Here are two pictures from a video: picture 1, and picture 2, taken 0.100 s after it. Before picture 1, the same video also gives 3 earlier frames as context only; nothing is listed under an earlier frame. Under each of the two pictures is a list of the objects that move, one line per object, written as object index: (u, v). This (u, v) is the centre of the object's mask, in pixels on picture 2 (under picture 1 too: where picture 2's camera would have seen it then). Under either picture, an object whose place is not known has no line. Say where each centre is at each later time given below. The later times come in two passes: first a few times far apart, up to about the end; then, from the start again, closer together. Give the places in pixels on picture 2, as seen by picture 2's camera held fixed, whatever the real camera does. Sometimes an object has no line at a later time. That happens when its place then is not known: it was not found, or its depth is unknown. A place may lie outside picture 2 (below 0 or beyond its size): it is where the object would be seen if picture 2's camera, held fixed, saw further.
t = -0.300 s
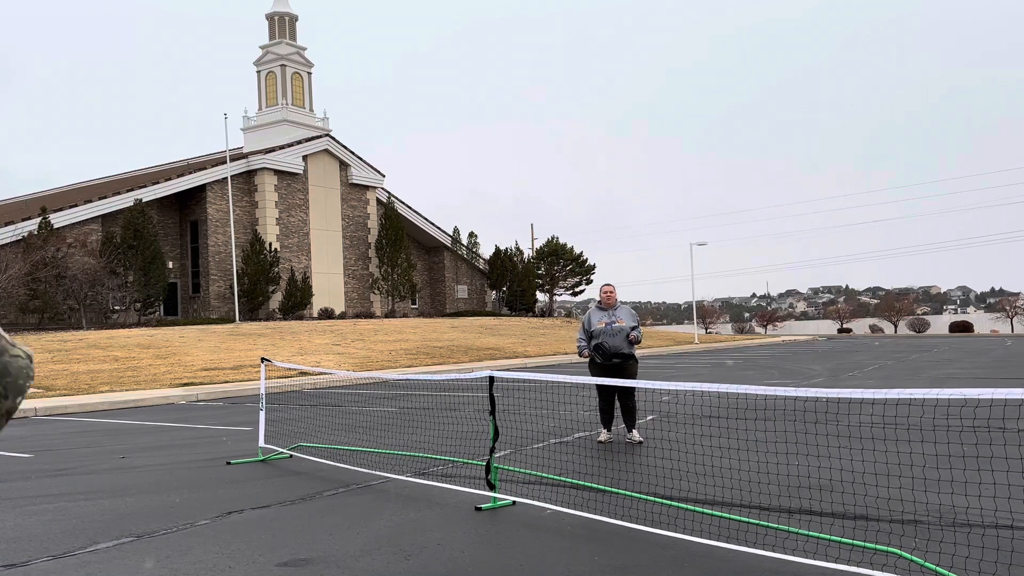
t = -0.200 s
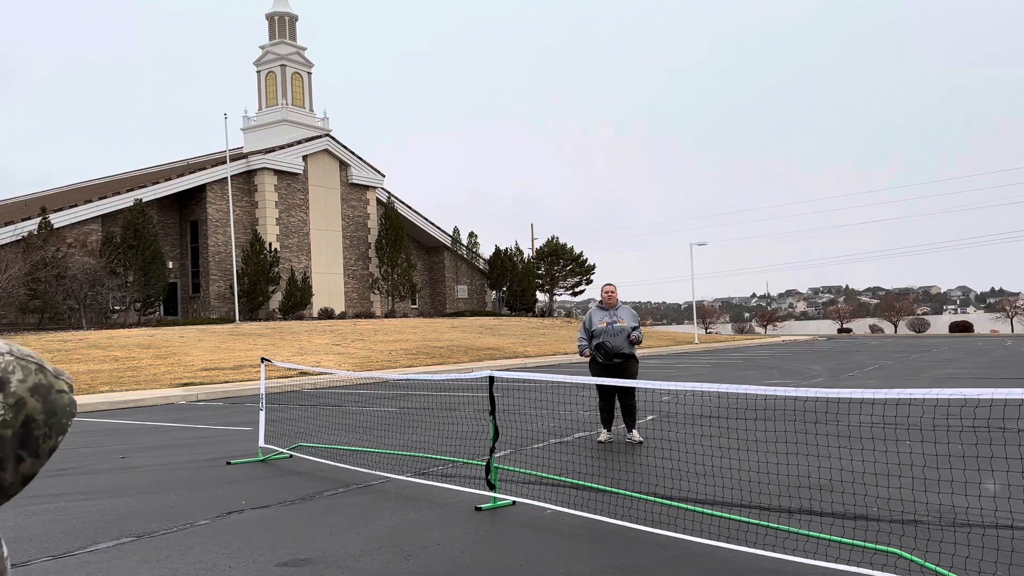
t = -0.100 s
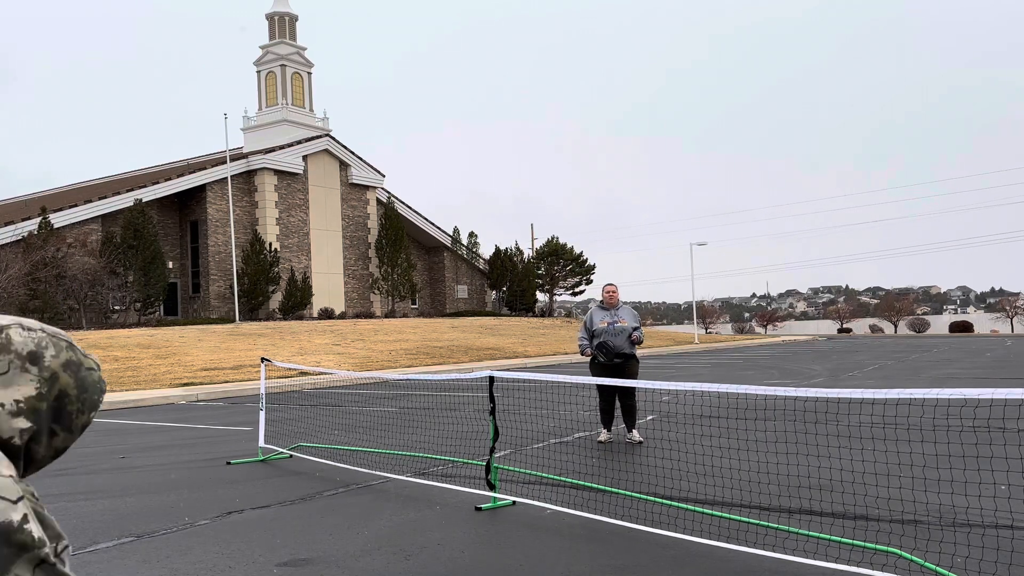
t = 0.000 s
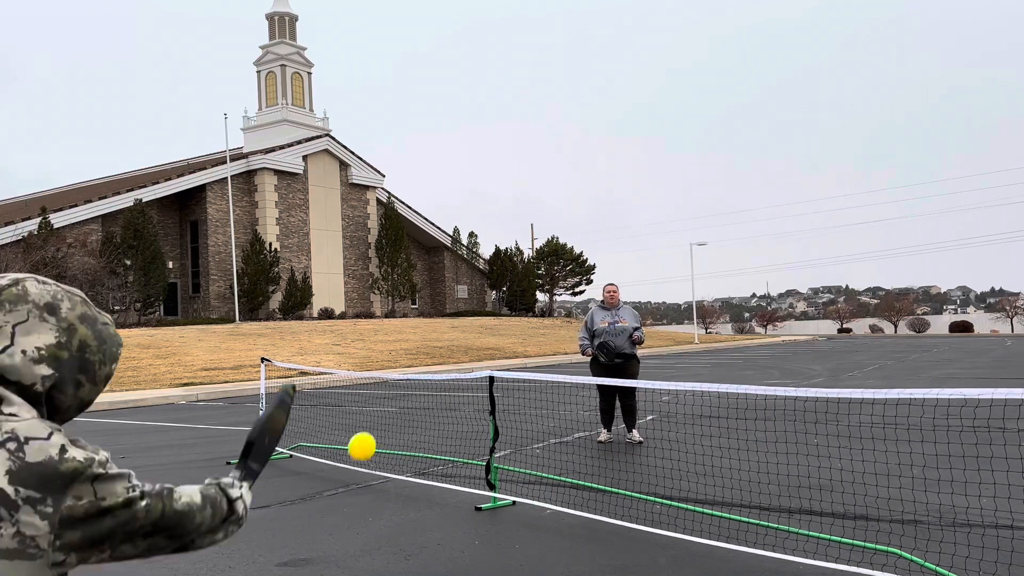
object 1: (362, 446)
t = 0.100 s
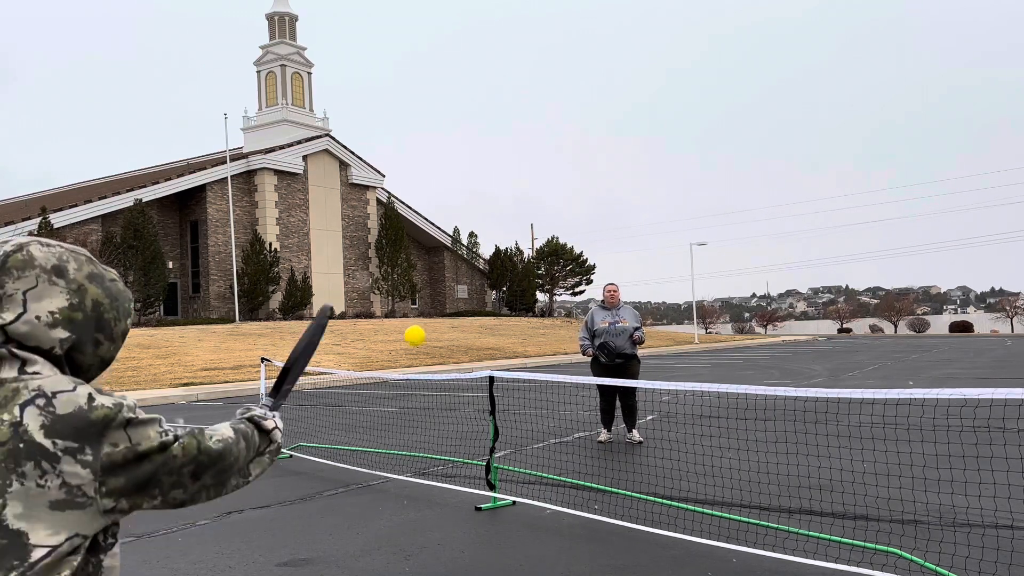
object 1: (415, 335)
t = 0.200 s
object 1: (448, 291)
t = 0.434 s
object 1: (498, 295)
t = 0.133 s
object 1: (427, 315)
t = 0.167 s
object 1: (438, 301)
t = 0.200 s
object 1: (448, 291)
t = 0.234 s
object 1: (457, 285)
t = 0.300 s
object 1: (473, 281)
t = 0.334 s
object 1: (480, 282)
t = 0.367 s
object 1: (486, 285)
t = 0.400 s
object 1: (492, 289)
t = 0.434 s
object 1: (498, 295)
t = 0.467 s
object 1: (503, 302)
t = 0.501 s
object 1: (509, 311)
